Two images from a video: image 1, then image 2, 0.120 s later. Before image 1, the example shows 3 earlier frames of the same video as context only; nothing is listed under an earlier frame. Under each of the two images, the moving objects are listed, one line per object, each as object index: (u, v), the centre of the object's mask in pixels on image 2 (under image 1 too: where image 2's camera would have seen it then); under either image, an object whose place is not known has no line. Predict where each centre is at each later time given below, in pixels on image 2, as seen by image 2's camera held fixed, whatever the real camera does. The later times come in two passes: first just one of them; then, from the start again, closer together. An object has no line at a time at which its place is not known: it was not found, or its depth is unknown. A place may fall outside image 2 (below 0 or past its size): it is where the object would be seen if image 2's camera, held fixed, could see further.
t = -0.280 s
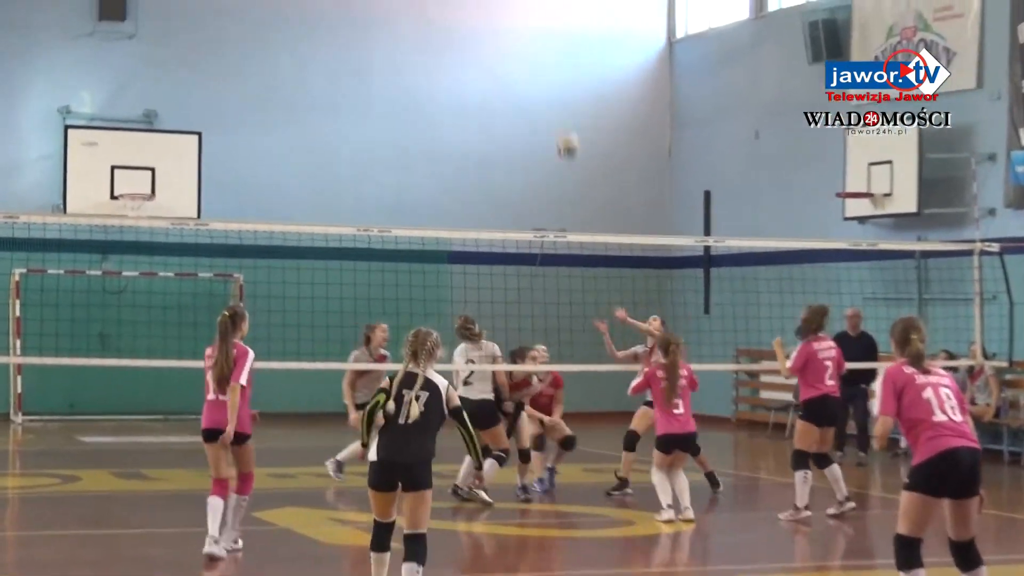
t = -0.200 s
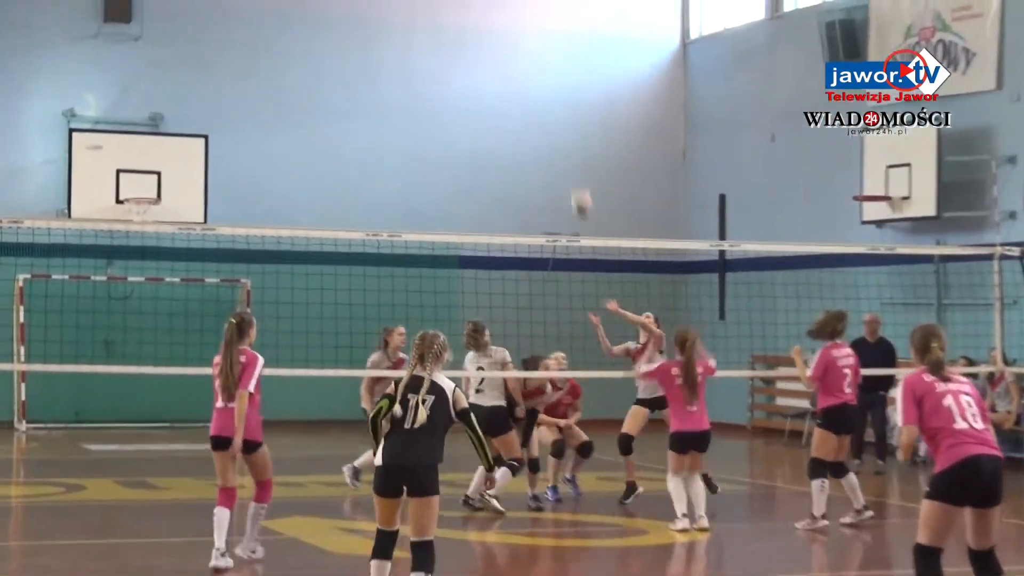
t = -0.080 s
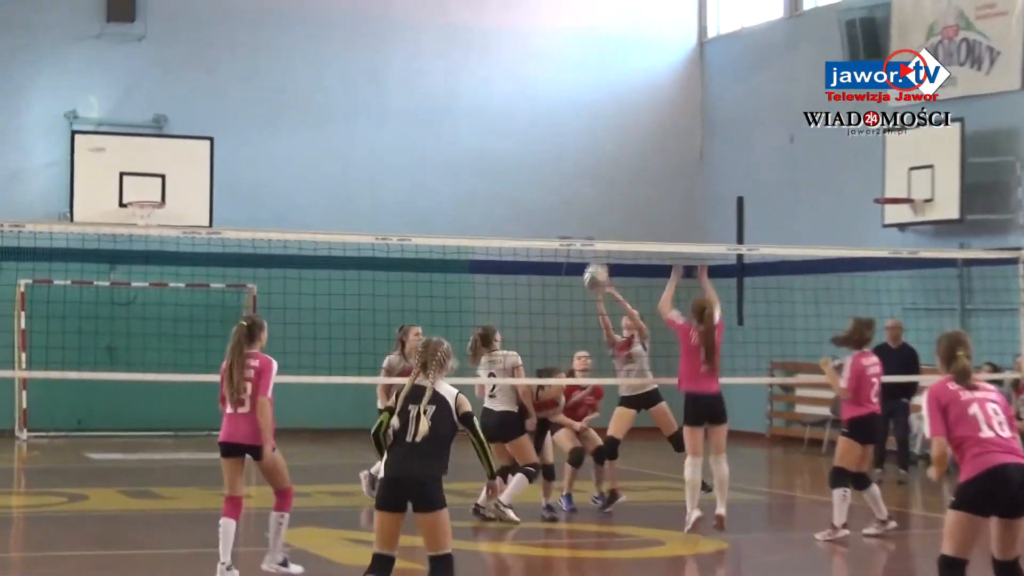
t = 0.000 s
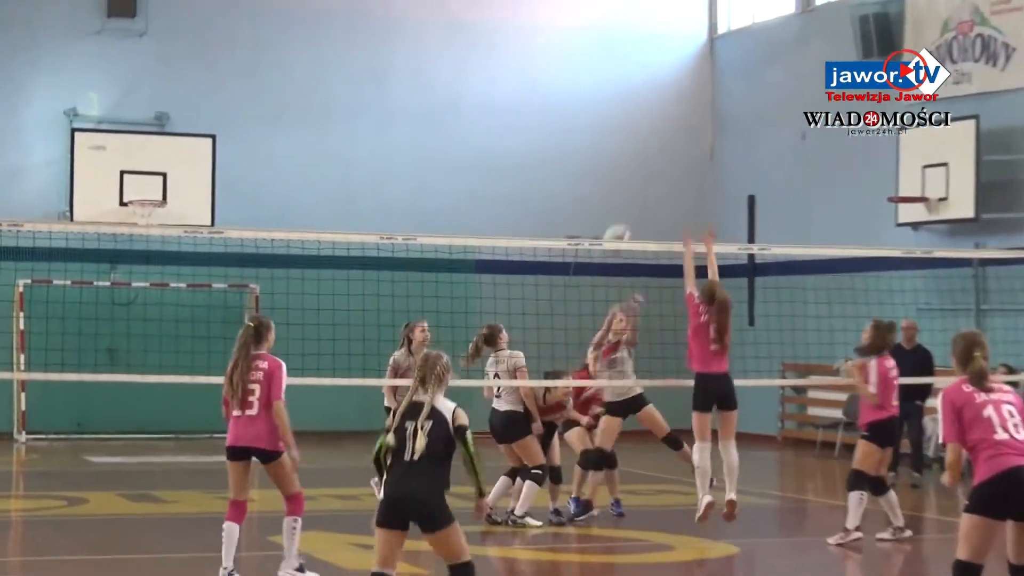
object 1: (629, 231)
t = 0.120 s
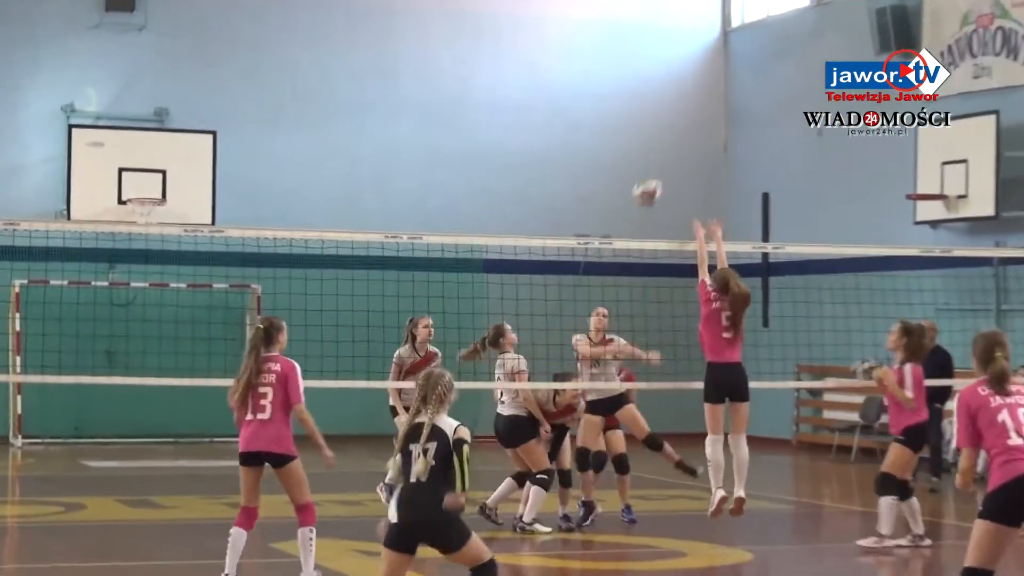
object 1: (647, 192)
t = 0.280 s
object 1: (675, 160)
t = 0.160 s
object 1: (653, 181)
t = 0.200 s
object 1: (660, 172)
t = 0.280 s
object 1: (675, 160)
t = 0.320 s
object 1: (682, 156)
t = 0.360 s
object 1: (692, 155)
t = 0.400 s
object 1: (701, 156)
